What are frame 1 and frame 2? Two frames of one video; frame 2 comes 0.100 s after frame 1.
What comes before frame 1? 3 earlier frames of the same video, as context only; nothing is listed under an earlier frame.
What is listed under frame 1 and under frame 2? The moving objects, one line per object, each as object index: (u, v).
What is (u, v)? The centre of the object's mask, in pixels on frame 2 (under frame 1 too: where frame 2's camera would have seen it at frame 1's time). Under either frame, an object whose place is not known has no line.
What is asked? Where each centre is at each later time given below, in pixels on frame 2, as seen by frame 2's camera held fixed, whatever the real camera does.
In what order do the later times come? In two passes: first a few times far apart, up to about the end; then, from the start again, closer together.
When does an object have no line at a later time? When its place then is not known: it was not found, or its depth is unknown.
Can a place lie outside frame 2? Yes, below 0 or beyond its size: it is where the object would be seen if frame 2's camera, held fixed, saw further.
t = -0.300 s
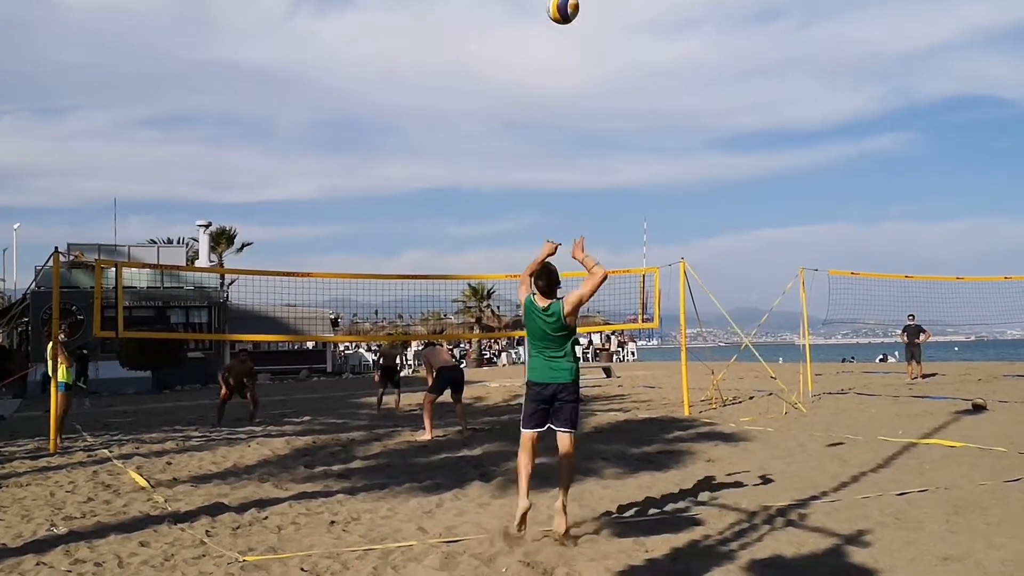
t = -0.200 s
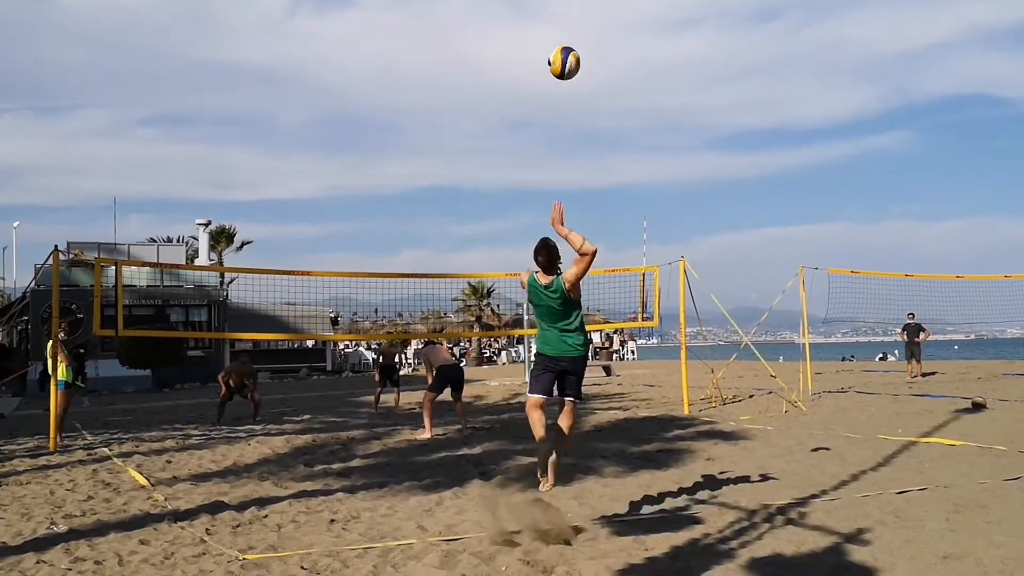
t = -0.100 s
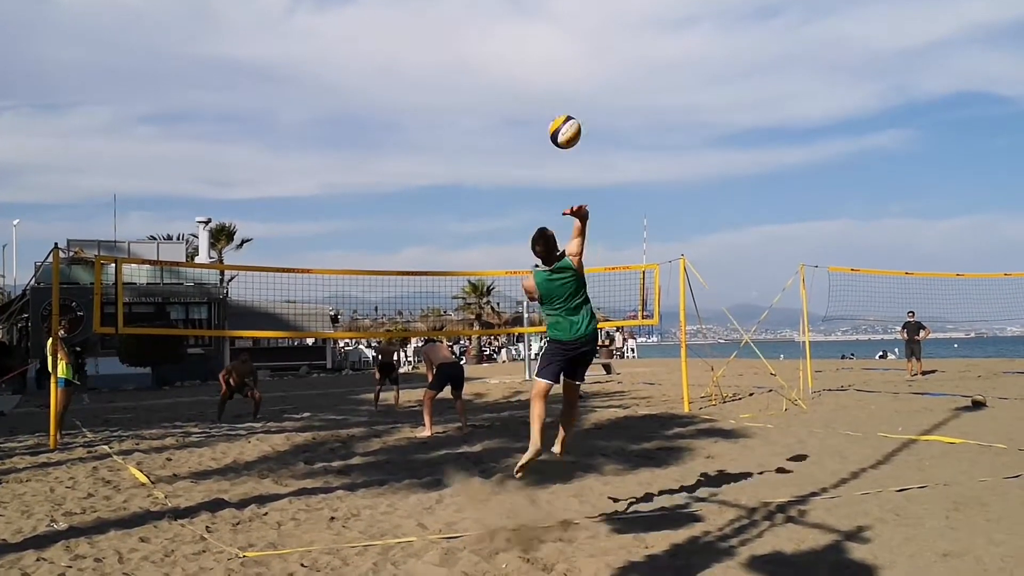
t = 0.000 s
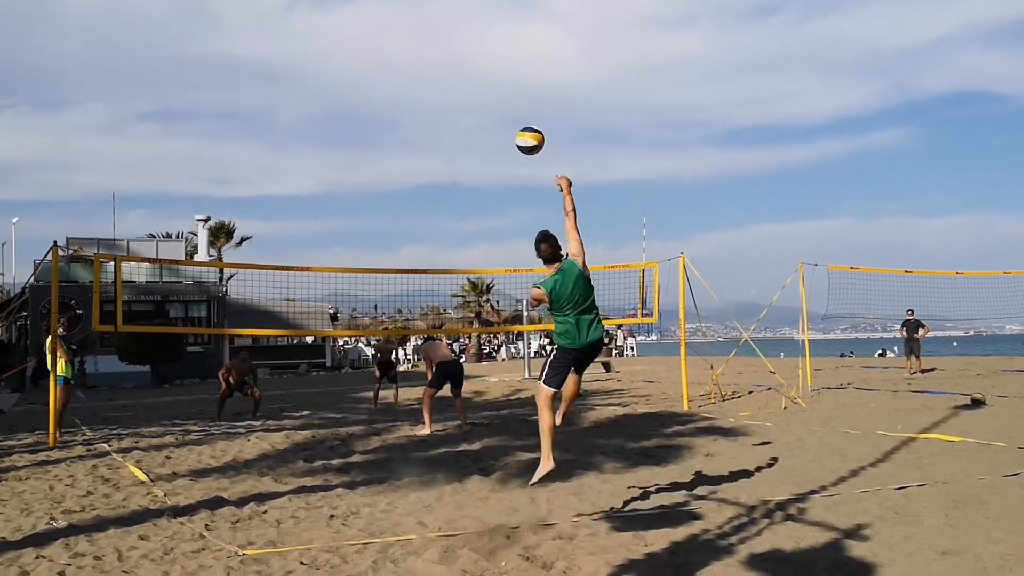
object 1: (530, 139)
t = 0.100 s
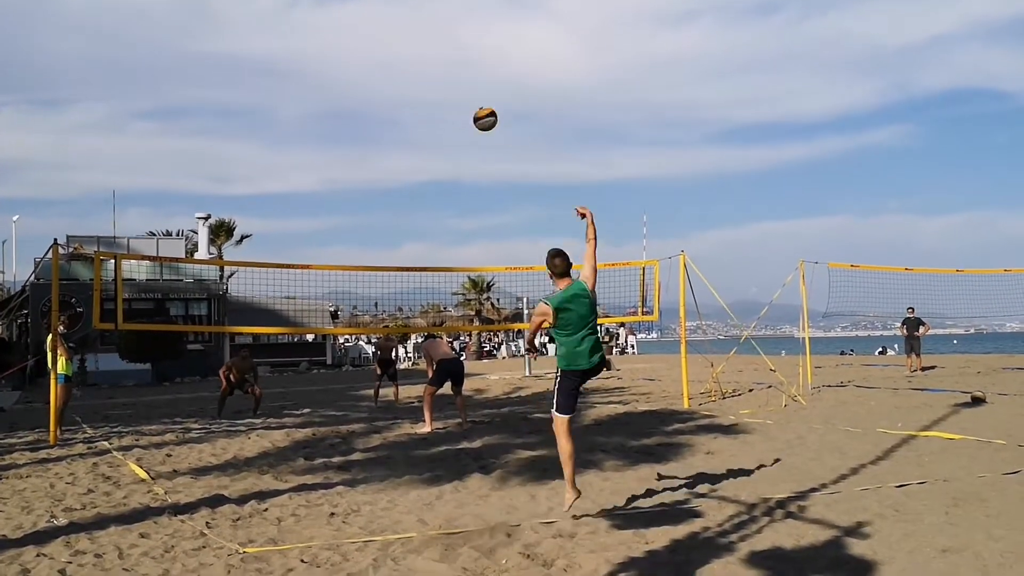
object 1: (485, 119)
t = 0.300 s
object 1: (422, 122)
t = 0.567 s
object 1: (366, 171)
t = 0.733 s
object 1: (340, 215)
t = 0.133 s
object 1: (473, 117)
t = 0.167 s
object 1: (461, 115)
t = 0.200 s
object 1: (450, 115)
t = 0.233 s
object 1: (441, 117)
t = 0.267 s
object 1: (431, 118)
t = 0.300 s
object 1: (422, 122)
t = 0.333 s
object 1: (414, 126)
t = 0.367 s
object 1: (406, 130)
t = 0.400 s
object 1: (399, 136)
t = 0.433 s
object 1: (392, 142)
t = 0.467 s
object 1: (385, 149)
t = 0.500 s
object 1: (378, 156)
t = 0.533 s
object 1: (372, 163)
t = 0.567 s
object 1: (366, 171)
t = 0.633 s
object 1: (355, 187)
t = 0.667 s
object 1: (349, 196)
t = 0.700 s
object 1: (345, 205)
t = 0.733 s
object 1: (340, 215)
